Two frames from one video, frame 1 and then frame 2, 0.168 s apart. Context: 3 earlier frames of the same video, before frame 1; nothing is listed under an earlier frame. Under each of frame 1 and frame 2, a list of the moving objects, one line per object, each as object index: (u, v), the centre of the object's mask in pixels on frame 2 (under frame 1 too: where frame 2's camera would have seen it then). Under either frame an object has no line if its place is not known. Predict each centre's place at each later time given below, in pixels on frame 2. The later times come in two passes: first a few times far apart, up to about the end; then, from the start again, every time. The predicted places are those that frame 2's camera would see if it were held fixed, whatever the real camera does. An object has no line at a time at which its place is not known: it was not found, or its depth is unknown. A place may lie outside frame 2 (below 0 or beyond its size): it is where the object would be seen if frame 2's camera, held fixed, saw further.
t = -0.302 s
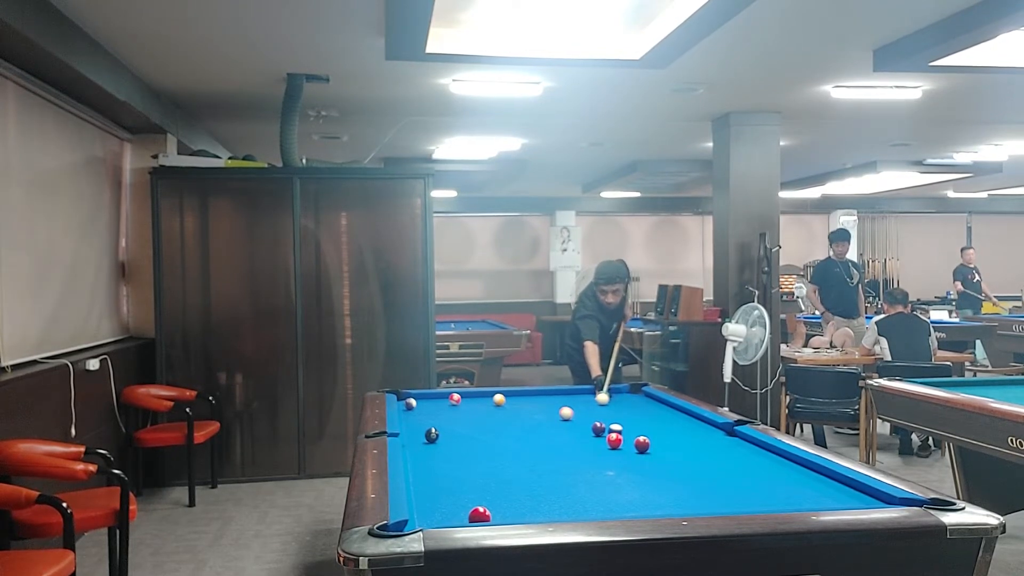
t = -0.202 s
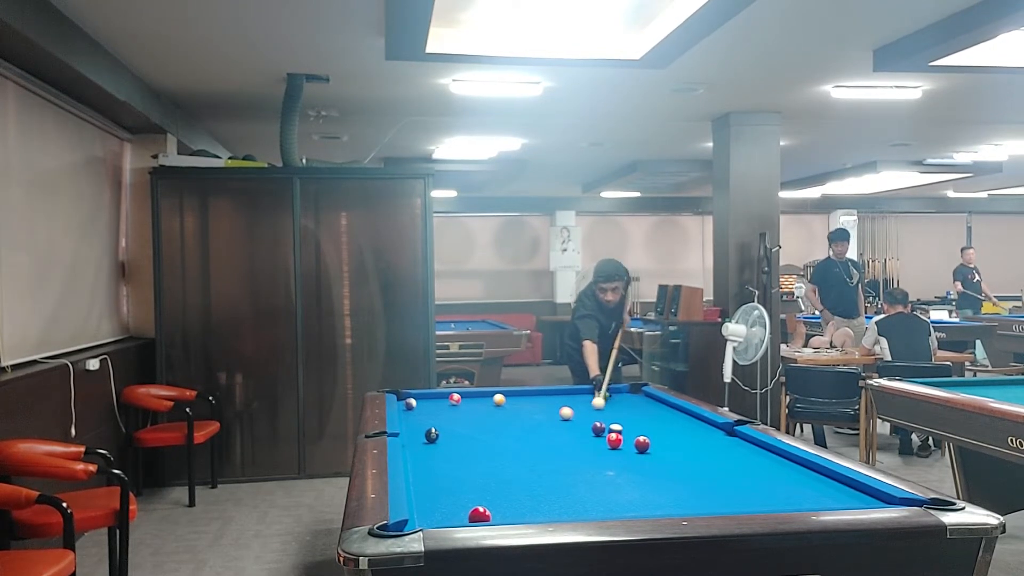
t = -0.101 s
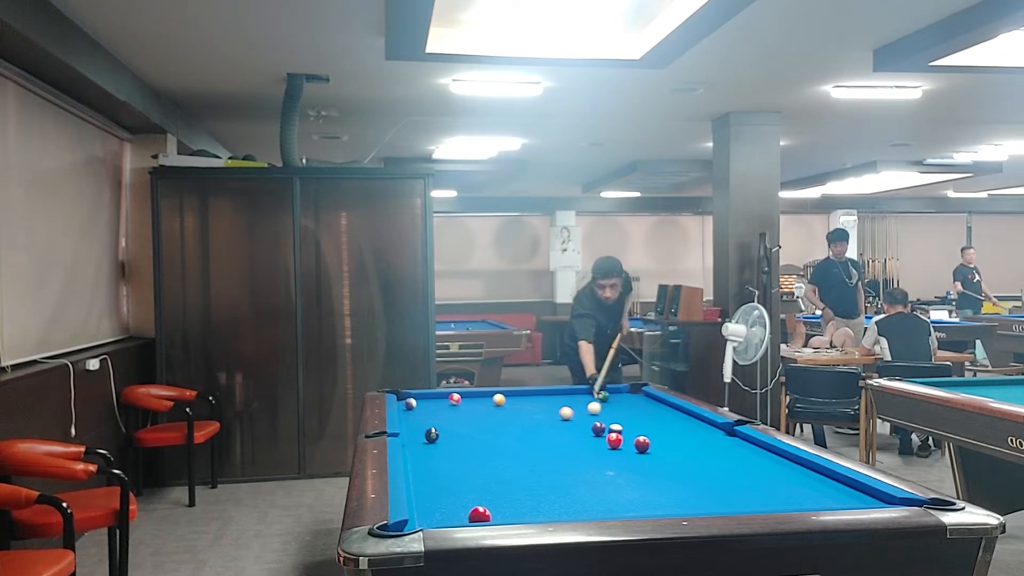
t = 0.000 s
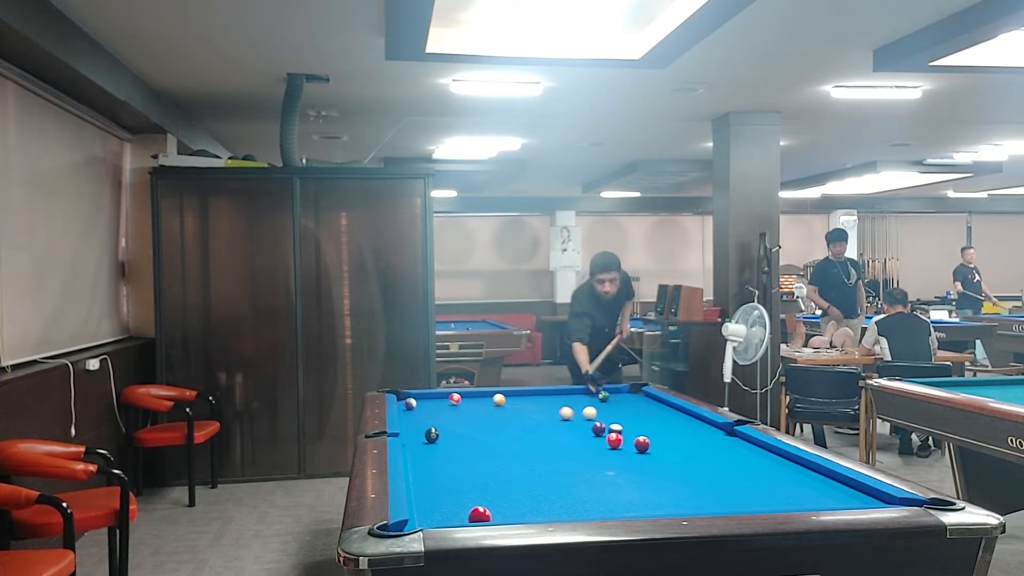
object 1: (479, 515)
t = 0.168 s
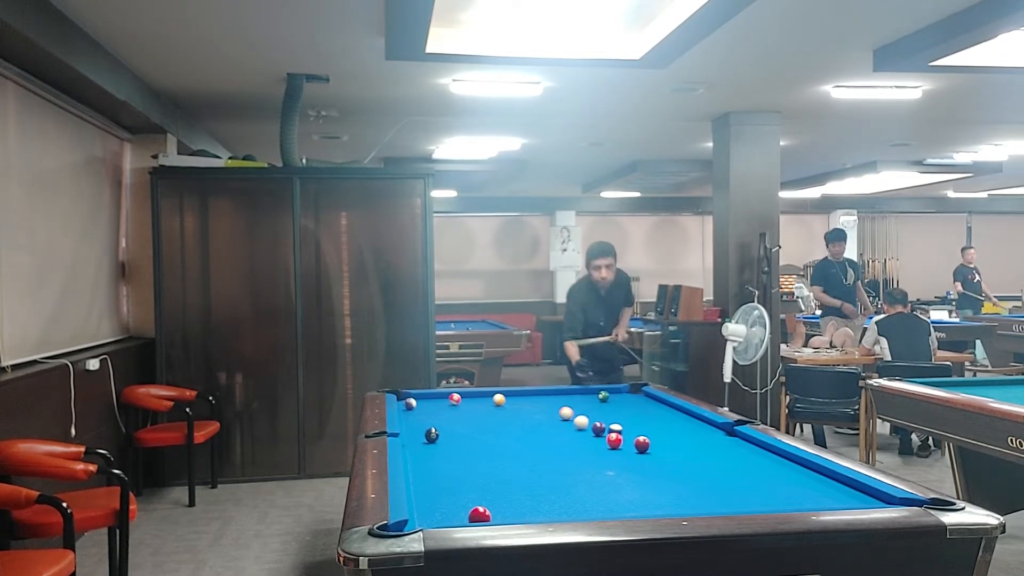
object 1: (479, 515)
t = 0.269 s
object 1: (479, 515)
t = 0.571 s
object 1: (479, 515)
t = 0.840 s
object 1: (479, 515)
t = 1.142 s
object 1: (479, 515)
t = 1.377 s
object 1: (417, 526)
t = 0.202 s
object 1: (479, 515)
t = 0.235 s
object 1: (479, 515)
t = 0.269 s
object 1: (479, 515)
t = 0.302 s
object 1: (479, 515)
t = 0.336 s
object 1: (479, 515)
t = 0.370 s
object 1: (479, 515)
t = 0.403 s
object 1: (479, 515)
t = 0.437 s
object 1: (479, 515)
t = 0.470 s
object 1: (479, 515)
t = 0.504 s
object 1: (479, 515)
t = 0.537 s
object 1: (479, 515)
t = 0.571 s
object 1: (479, 515)
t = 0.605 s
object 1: (479, 515)
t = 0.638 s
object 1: (479, 515)
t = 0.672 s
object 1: (479, 515)
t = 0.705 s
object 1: (479, 515)
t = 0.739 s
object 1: (479, 515)
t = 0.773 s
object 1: (479, 515)
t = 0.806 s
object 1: (479, 515)
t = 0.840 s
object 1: (479, 515)
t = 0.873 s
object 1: (479, 515)
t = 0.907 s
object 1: (479, 515)
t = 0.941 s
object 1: (479, 515)
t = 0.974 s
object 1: (479, 515)
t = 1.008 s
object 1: (479, 515)
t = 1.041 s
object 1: (479, 515)
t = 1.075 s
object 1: (479, 515)
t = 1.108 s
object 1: (479, 515)
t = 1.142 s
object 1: (479, 515)
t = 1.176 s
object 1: (471, 515)
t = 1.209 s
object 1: (460, 517)
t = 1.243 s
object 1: (450, 519)
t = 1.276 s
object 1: (441, 520)
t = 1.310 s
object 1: (433, 522)
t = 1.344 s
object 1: (425, 523)
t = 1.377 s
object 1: (417, 526)
